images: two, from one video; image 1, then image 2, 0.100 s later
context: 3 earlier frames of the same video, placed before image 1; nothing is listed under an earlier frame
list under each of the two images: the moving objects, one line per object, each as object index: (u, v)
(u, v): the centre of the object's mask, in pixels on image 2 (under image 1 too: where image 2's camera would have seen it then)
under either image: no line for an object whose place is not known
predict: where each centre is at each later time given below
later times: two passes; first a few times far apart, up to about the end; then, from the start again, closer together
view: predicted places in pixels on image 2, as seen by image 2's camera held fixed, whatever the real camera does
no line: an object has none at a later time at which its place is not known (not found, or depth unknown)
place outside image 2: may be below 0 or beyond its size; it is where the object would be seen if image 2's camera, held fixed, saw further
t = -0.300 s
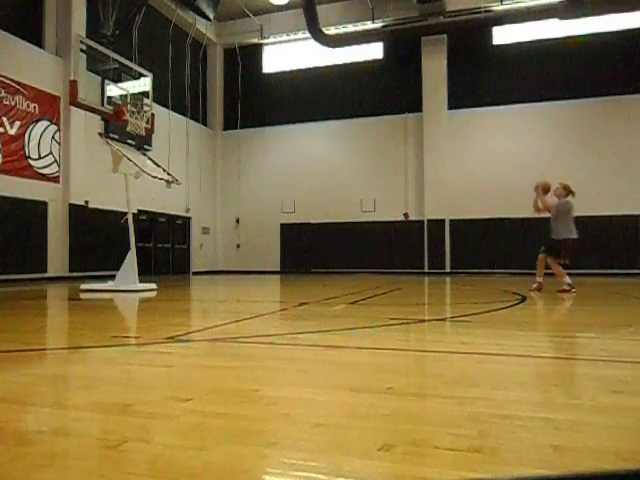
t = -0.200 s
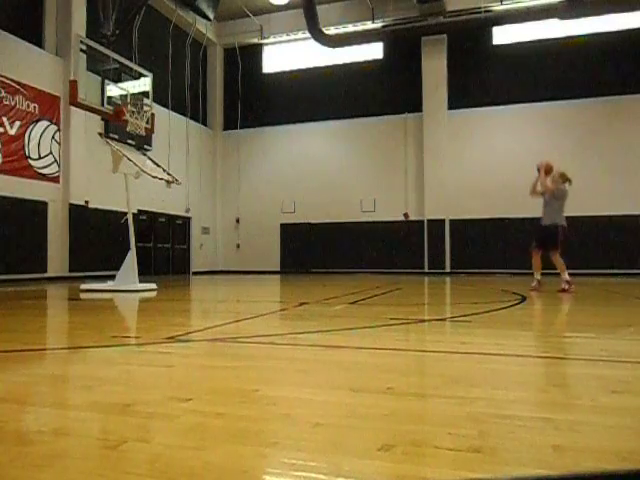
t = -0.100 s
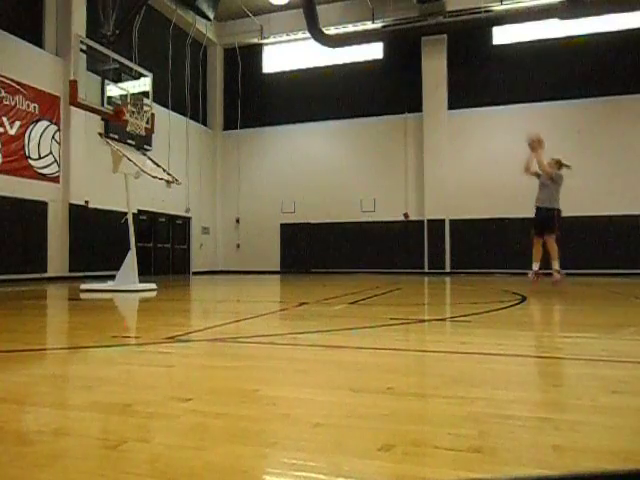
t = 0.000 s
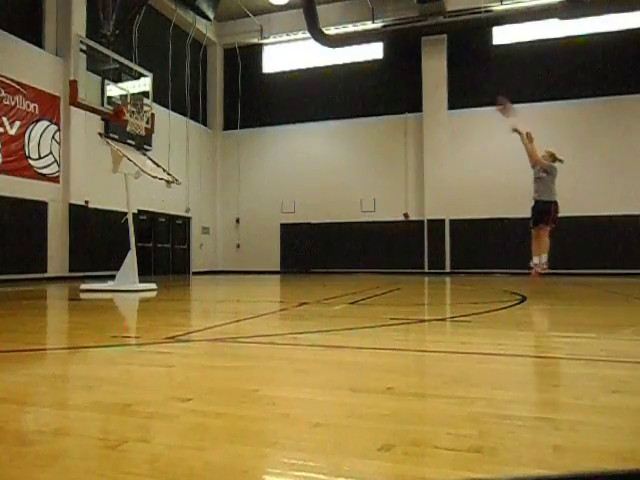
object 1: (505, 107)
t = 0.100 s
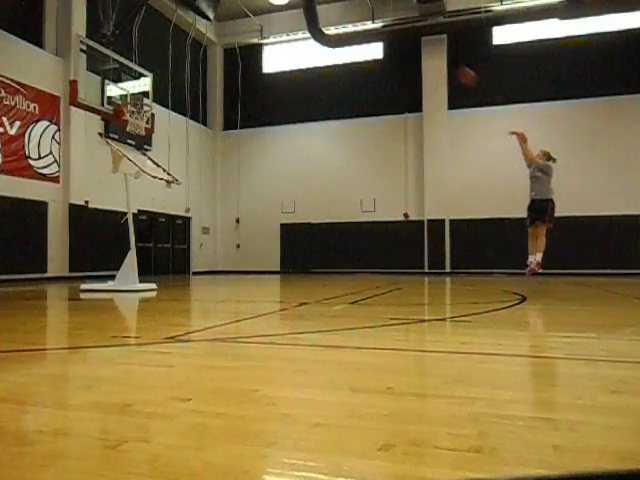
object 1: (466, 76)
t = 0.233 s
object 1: (415, 45)
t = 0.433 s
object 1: (348, 21)
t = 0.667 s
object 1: (271, 22)
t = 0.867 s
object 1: (210, 47)
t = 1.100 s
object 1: (119, 114)
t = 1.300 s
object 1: (119, 135)
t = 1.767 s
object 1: (191, 164)
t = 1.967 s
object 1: (224, 168)
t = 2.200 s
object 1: (262, 204)
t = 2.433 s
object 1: (299, 272)
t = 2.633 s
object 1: (332, 244)
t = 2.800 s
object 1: (359, 224)
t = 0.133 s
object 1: (455, 68)
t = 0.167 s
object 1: (443, 60)
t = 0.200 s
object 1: (431, 53)
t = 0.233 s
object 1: (415, 45)
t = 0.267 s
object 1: (406, 40)
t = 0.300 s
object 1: (395, 35)
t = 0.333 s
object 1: (385, 32)
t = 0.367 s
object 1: (372, 26)
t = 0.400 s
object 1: (359, 24)
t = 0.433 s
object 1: (348, 21)
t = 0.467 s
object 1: (337, 20)
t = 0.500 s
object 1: (326, 18)
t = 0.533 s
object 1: (315, 18)
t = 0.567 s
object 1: (307, 18)
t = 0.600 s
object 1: (293, 18)
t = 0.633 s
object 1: (282, 20)
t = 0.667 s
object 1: (271, 22)
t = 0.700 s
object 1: (261, 24)
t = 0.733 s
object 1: (250, 27)
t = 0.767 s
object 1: (239, 31)
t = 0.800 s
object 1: (229, 38)
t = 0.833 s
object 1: (218, 42)
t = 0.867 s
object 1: (210, 47)
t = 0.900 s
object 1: (198, 54)
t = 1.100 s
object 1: (119, 114)
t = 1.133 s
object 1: (123, 116)
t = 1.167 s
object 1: (121, 117)
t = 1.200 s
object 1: (120, 118)
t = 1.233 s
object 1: (119, 125)
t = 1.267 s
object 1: (115, 128)
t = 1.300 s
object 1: (119, 135)
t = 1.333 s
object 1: (121, 140)
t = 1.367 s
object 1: (123, 143)
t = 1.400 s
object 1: (129, 147)
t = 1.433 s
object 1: (134, 149)
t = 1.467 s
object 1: (140, 152)
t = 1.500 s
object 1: (146, 156)
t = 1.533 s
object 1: (152, 159)
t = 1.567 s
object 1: (157, 164)
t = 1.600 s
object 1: (164, 170)
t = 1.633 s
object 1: (170, 175)
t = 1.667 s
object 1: (175, 170)
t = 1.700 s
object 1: (181, 167)
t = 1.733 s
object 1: (186, 165)
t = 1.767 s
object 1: (191, 164)
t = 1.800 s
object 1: (197, 163)
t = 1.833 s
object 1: (202, 163)
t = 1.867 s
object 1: (208, 164)
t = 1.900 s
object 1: (214, 165)
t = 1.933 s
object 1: (219, 166)
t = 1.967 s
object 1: (224, 168)
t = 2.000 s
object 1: (230, 172)
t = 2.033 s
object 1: (235, 176)
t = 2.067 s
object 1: (240, 180)
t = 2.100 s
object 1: (246, 185)
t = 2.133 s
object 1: (252, 191)
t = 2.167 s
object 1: (257, 198)
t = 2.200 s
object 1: (262, 204)
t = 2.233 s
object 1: (267, 213)
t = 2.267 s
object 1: (273, 221)
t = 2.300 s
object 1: (280, 231)
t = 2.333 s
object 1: (286, 242)
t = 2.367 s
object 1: (290, 251)
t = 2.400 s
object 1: (295, 262)
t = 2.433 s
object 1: (299, 272)
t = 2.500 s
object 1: (312, 271)
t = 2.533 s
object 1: (317, 264)
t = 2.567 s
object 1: (321, 257)
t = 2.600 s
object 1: (327, 251)
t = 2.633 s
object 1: (332, 244)
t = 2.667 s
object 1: (338, 239)
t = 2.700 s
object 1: (343, 234)
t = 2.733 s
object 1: (348, 230)
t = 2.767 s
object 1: (354, 227)
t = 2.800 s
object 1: (359, 224)
